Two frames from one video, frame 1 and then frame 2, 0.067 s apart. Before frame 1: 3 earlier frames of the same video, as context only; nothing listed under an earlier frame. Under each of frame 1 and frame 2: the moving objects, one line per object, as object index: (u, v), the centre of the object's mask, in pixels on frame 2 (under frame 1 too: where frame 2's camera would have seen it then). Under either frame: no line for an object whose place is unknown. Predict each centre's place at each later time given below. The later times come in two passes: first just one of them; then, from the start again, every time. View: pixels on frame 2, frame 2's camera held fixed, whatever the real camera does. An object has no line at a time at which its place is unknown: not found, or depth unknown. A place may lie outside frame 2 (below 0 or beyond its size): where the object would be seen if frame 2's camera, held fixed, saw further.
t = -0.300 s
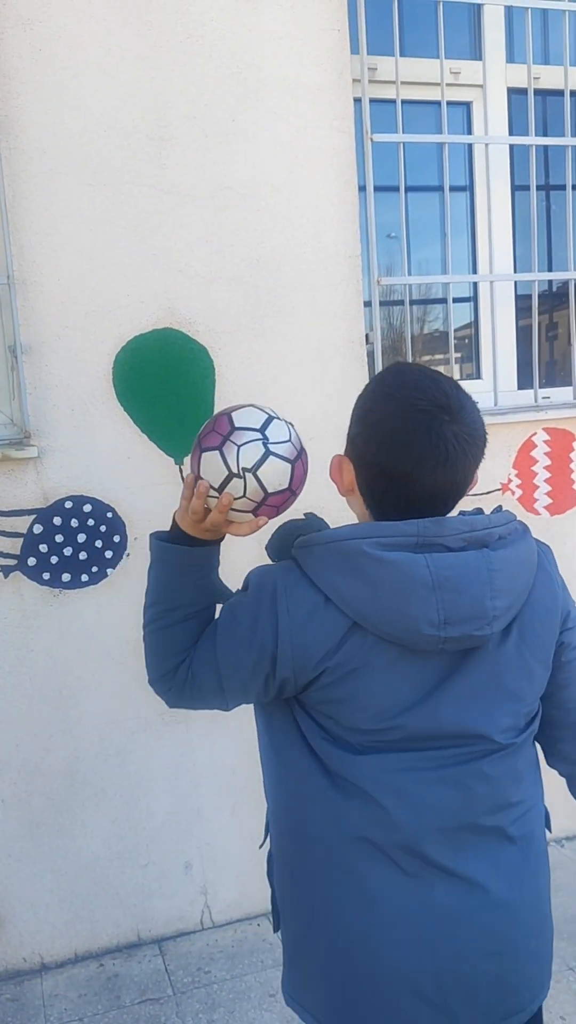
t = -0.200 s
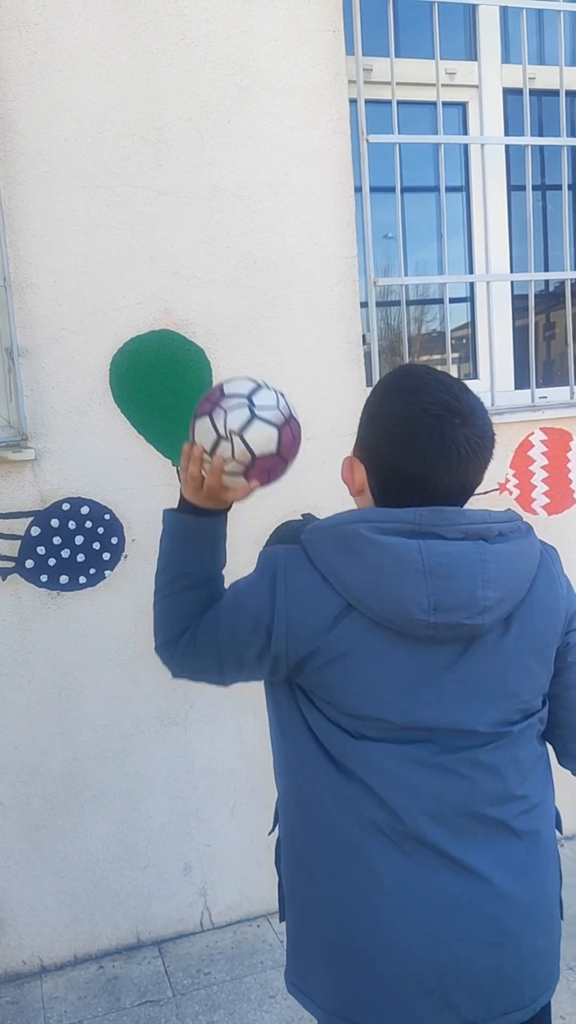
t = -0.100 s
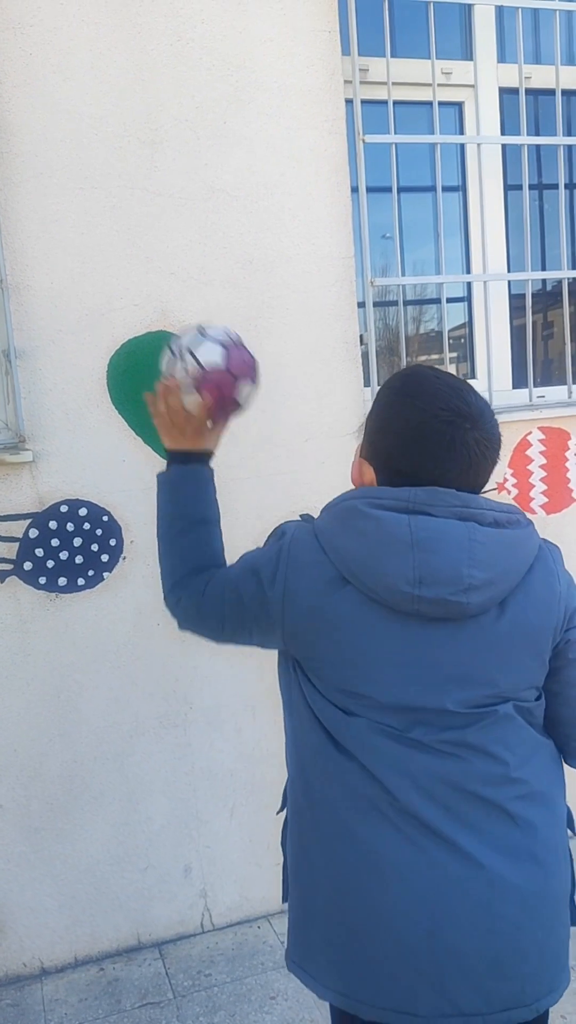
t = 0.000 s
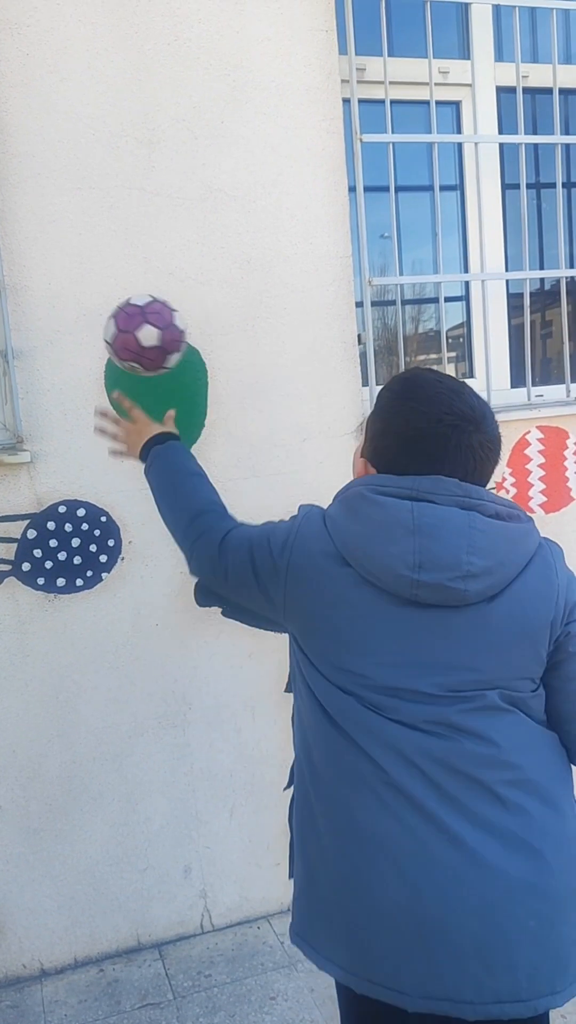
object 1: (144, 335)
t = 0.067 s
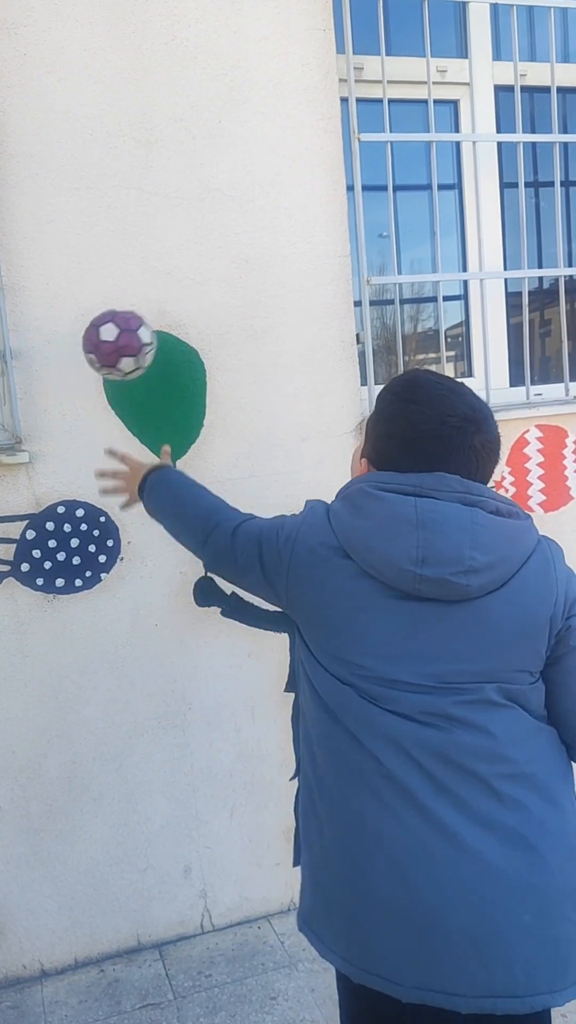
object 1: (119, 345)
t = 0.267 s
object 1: (109, 446)
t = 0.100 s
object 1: (110, 356)
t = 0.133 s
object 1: (104, 371)
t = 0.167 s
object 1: (99, 386)
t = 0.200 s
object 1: (102, 401)
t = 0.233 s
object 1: (105, 420)
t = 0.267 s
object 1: (109, 446)
